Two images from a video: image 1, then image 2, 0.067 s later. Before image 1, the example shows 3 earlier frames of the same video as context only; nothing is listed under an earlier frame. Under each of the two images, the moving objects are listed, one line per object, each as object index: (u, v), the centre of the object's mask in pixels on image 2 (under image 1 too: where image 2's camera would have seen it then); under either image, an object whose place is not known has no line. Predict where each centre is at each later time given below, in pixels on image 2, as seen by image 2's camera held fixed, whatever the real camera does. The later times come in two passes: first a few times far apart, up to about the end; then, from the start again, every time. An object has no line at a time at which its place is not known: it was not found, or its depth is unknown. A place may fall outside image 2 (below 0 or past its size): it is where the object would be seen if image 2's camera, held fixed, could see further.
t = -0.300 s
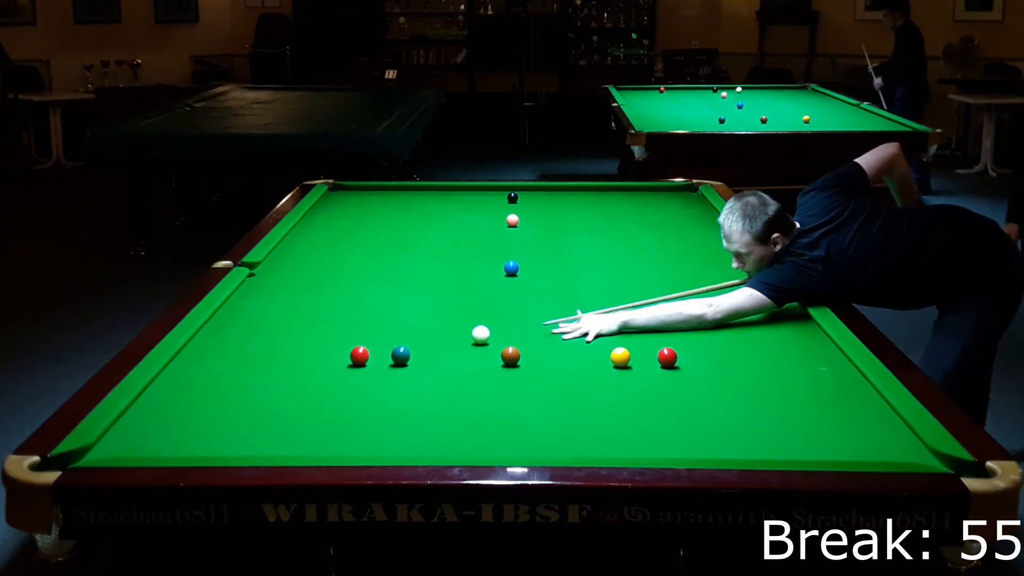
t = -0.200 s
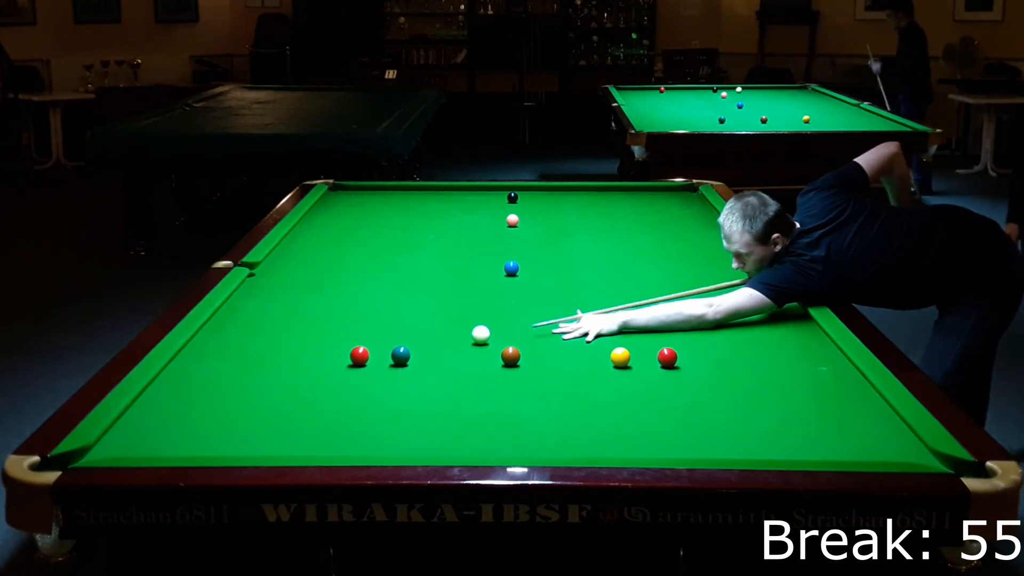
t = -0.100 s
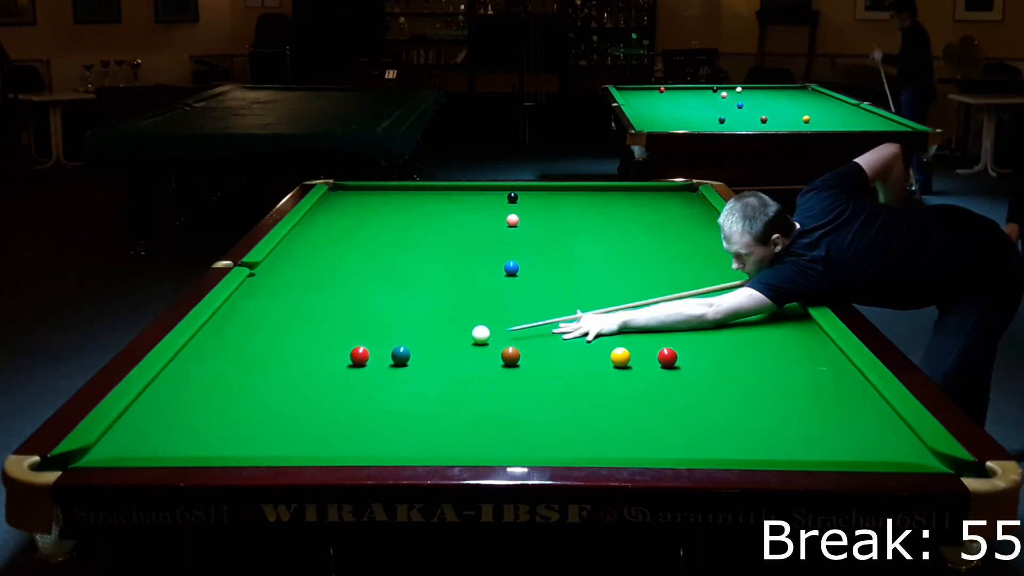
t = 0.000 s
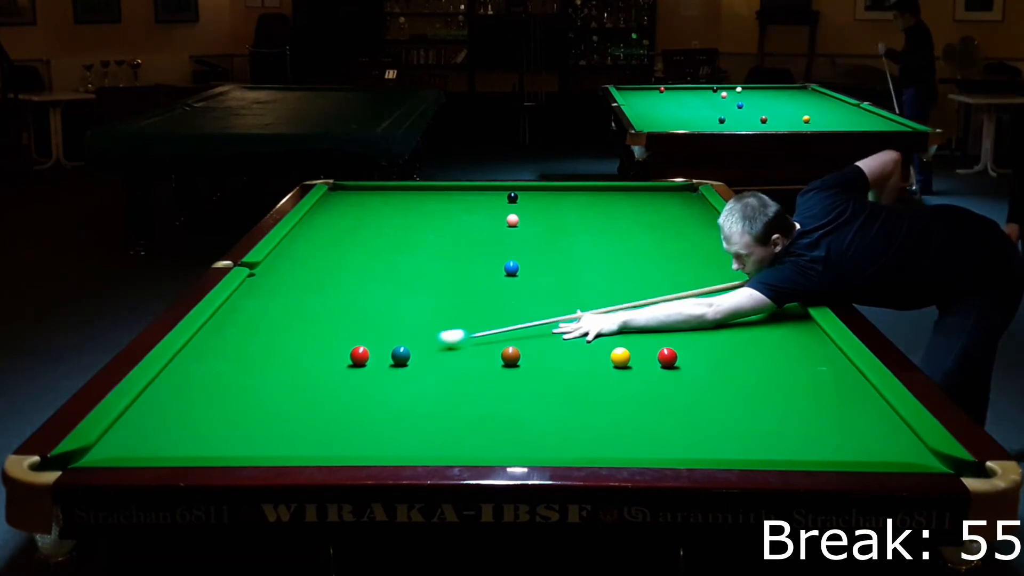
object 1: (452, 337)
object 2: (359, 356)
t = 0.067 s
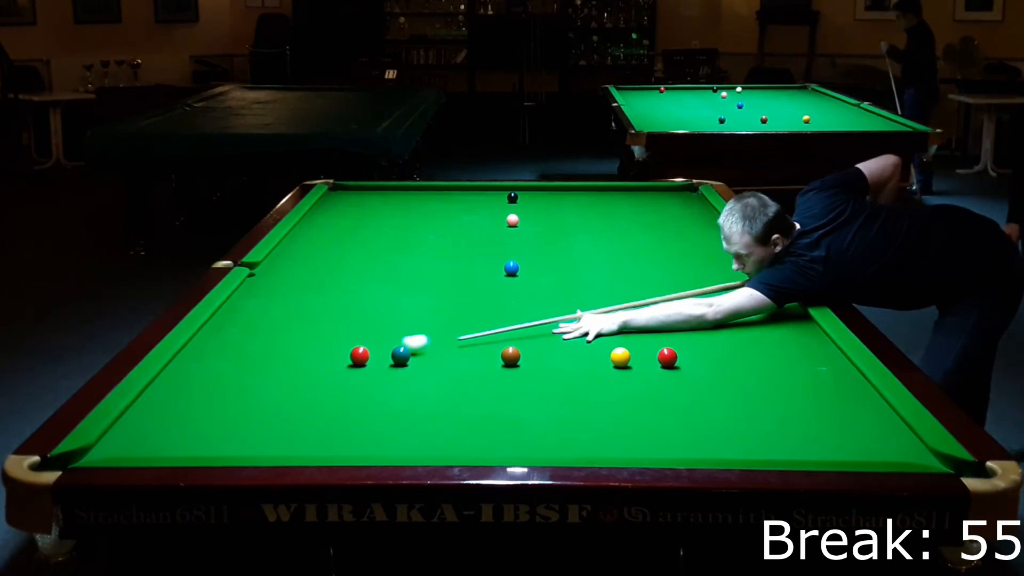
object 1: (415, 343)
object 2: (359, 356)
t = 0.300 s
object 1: (339, 347)
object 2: (319, 371)
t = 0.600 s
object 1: (272, 343)
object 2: (251, 397)
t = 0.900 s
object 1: (209, 339)
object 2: (177, 425)
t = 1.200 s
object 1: (238, 335)
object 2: (95, 451)
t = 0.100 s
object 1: (396, 343)
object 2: (359, 356)
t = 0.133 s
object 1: (380, 348)
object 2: (359, 356)
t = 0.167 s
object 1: (369, 349)
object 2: (355, 358)
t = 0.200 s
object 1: (362, 348)
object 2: (345, 361)
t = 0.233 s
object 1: (354, 348)
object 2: (336, 365)
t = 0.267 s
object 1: (347, 347)
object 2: (328, 368)
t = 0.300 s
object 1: (339, 347)
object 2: (319, 371)
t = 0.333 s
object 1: (331, 346)
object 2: (312, 374)
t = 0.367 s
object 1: (324, 346)
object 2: (304, 377)
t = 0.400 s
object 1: (316, 345)
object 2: (297, 380)
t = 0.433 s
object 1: (309, 345)
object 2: (289, 382)
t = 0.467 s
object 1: (301, 345)
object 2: (282, 385)
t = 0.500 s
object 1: (294, 344)
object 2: (274, 388)
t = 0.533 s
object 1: (287, 344)
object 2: (267, 391)
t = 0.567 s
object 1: (279, 343)
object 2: (259, 394)
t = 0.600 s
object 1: (272, 343)
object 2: (251, 397)
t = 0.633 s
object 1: (265, 342)
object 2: (243, 400)
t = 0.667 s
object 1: (258, 342)
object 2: (235, 403)
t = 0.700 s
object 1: (251, 342)
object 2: (227, 406)
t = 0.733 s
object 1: (244, 341)
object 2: (219, 409)
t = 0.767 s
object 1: (237, 341)
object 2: (211, 412)
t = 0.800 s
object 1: (230, 340)
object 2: (202, 415)
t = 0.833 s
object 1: (223, 340)
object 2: (194, 418)
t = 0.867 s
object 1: (216, 340)
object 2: (185, 422)
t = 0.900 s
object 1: (209, 339)
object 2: (177, 425)
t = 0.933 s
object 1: (202, 339)
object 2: (169, 428)
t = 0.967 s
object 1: (200, 339)
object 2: (159, 431)
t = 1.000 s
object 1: (207, 338)
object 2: (151, 434)
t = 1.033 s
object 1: (212, 338)
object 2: (142, 438)
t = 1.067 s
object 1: (217, 337)
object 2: (133, 441)
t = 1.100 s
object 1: (223, 337)
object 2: (124, 443)
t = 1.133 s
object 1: (228, 336)
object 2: (115, 446)
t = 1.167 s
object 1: (233, 335)
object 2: (105, 449)
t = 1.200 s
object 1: (238, 335)
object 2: (95, 451)
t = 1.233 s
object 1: (243, 335)
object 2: (86, 454)
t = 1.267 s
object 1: (248, 334)
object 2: (76, 459)
